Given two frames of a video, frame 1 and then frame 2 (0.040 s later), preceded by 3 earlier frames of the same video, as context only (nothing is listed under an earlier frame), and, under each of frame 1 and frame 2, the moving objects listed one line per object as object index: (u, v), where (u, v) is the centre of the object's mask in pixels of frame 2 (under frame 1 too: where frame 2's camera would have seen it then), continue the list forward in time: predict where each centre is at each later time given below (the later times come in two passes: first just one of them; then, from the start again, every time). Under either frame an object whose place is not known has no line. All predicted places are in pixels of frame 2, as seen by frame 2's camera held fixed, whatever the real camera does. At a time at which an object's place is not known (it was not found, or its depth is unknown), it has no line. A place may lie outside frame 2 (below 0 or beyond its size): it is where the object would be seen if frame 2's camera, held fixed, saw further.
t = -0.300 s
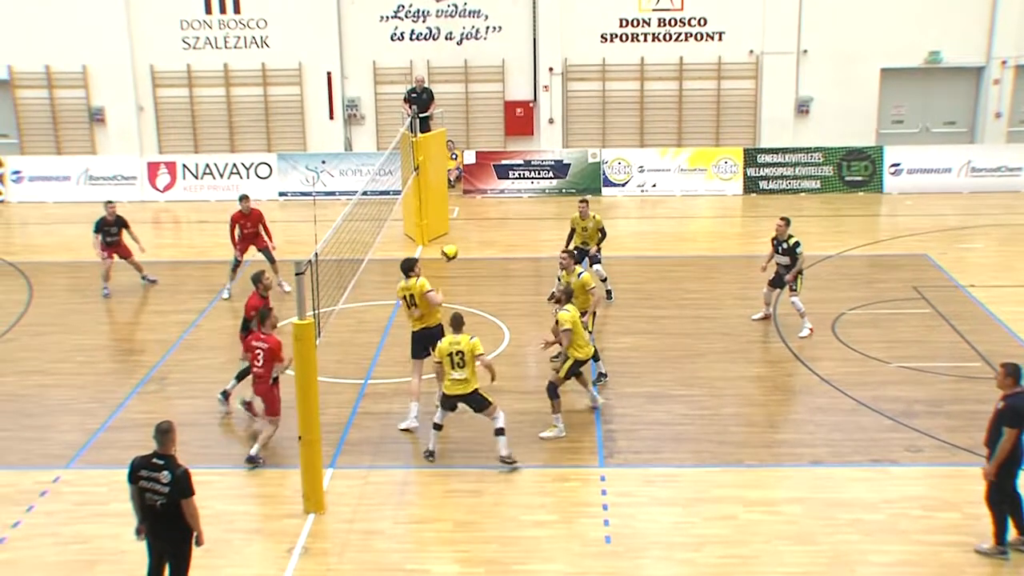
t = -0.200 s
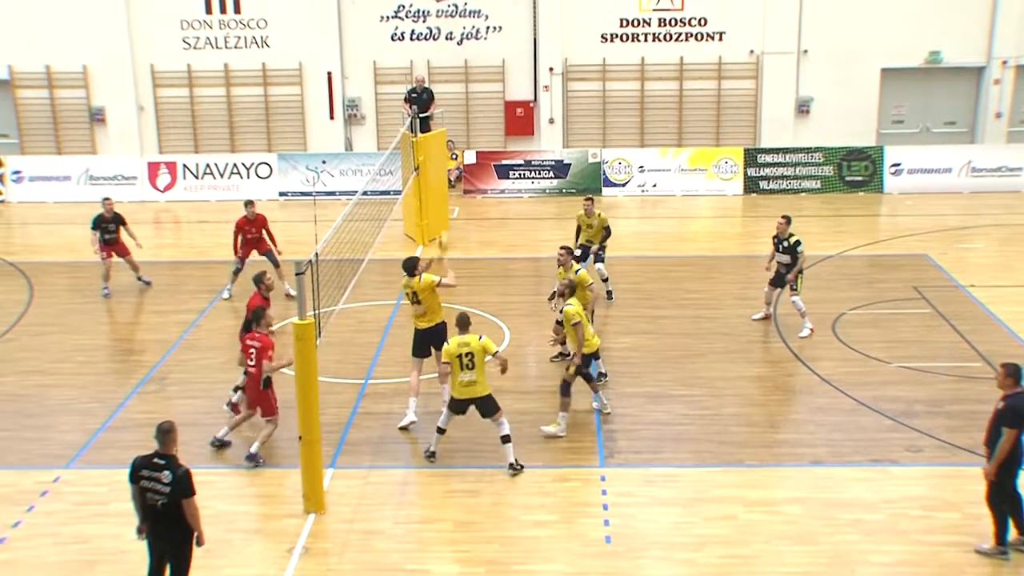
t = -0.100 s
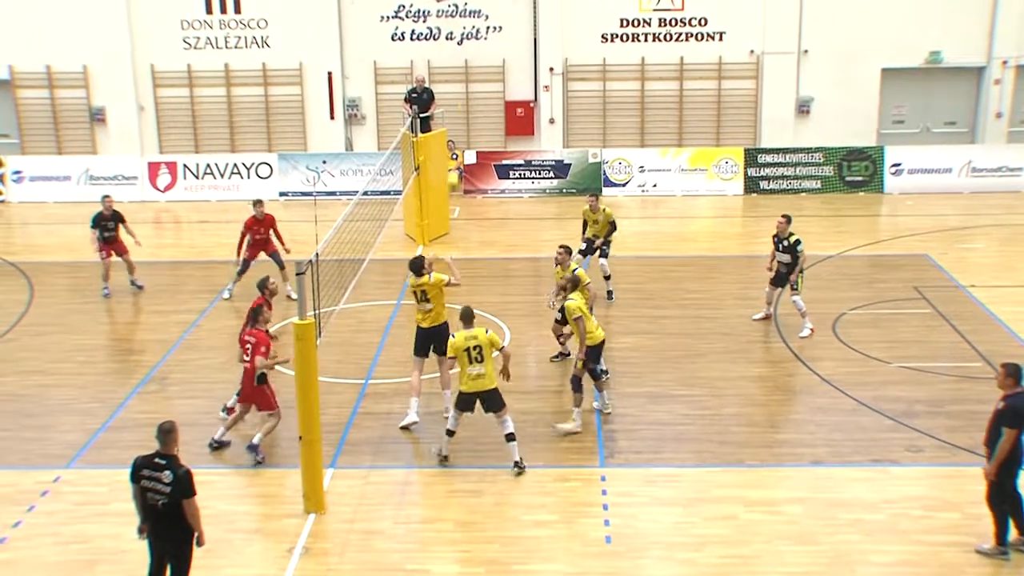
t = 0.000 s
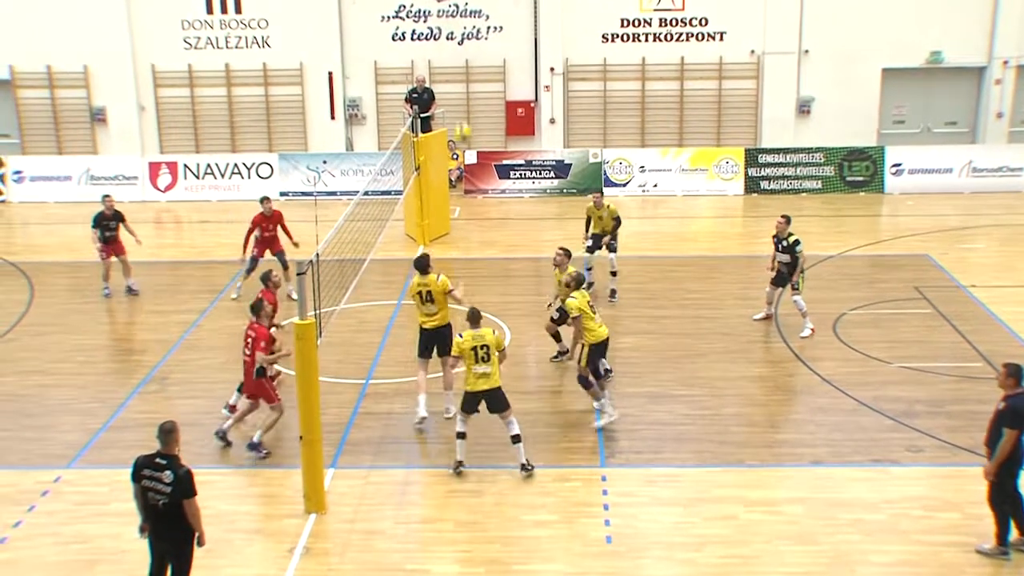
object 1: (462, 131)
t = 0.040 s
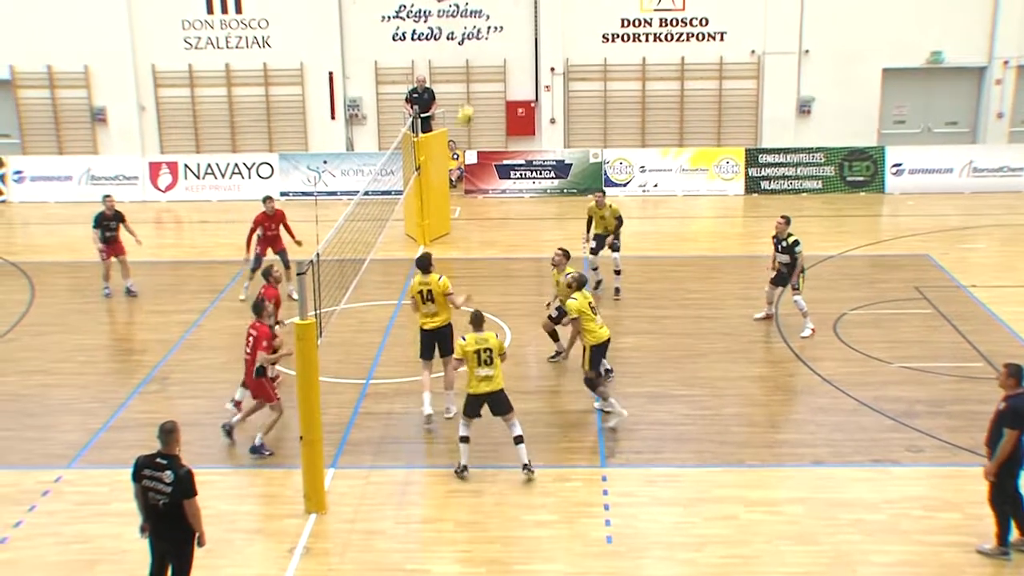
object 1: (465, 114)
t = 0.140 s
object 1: (473, 79)
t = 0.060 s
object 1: (467, 107)
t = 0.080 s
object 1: (468, 100)
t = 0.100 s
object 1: (469, 93)
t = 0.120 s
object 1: (471, 86)
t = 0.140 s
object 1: (473, 79)
